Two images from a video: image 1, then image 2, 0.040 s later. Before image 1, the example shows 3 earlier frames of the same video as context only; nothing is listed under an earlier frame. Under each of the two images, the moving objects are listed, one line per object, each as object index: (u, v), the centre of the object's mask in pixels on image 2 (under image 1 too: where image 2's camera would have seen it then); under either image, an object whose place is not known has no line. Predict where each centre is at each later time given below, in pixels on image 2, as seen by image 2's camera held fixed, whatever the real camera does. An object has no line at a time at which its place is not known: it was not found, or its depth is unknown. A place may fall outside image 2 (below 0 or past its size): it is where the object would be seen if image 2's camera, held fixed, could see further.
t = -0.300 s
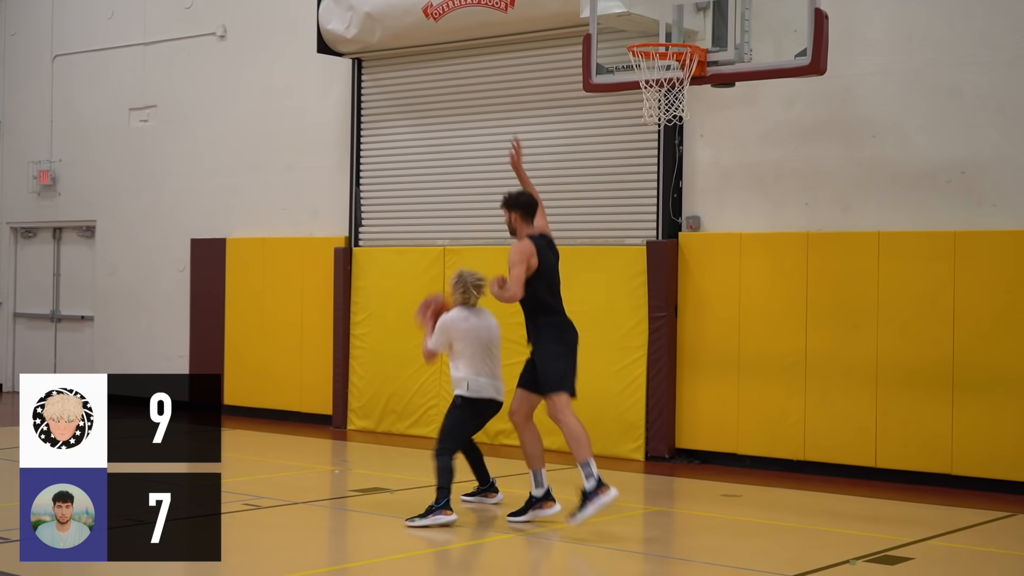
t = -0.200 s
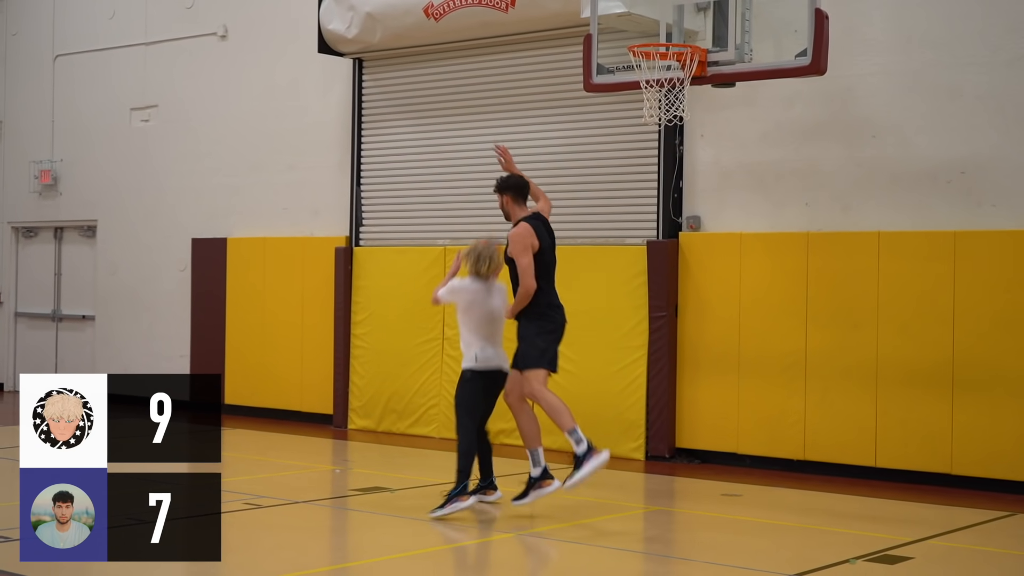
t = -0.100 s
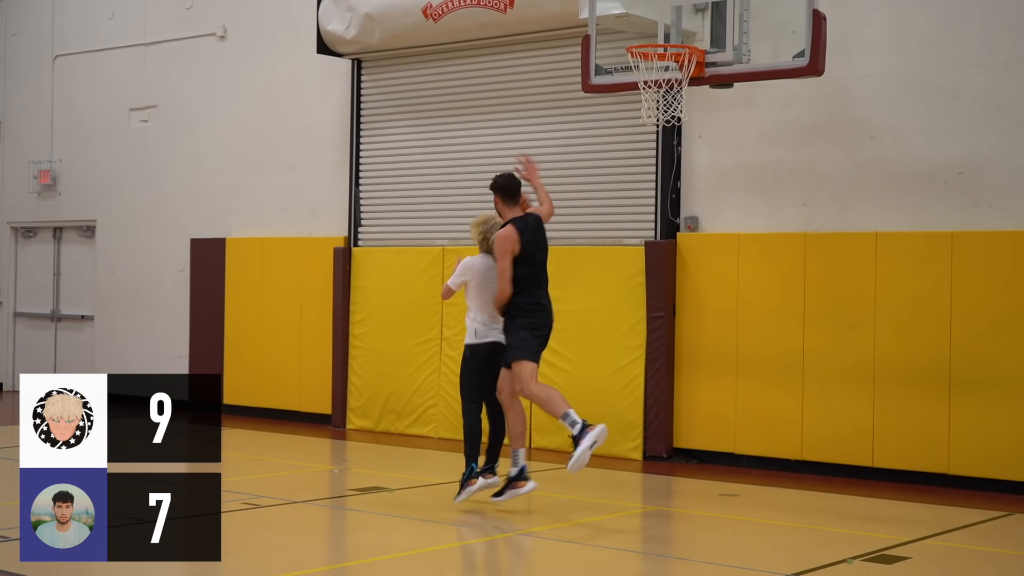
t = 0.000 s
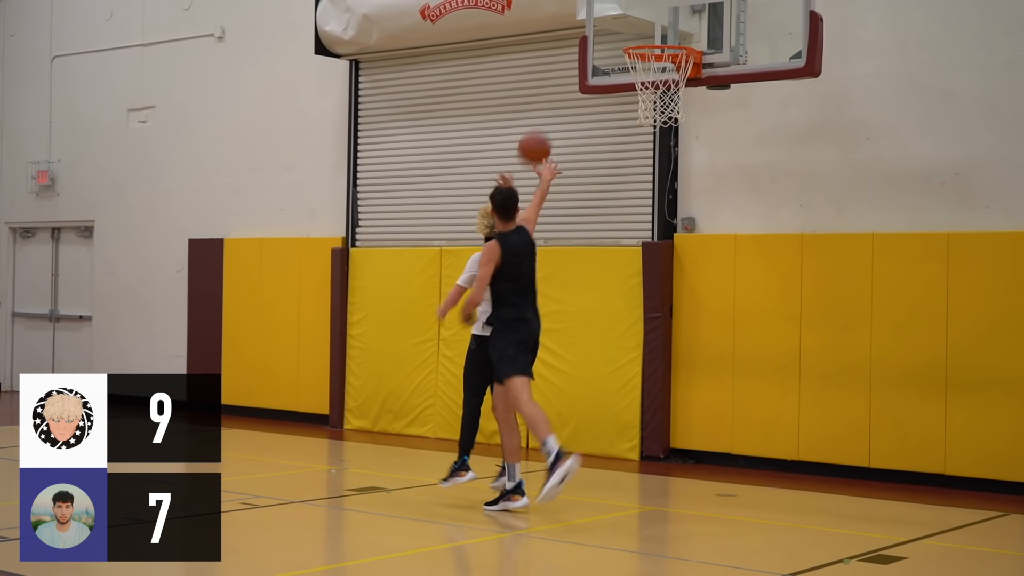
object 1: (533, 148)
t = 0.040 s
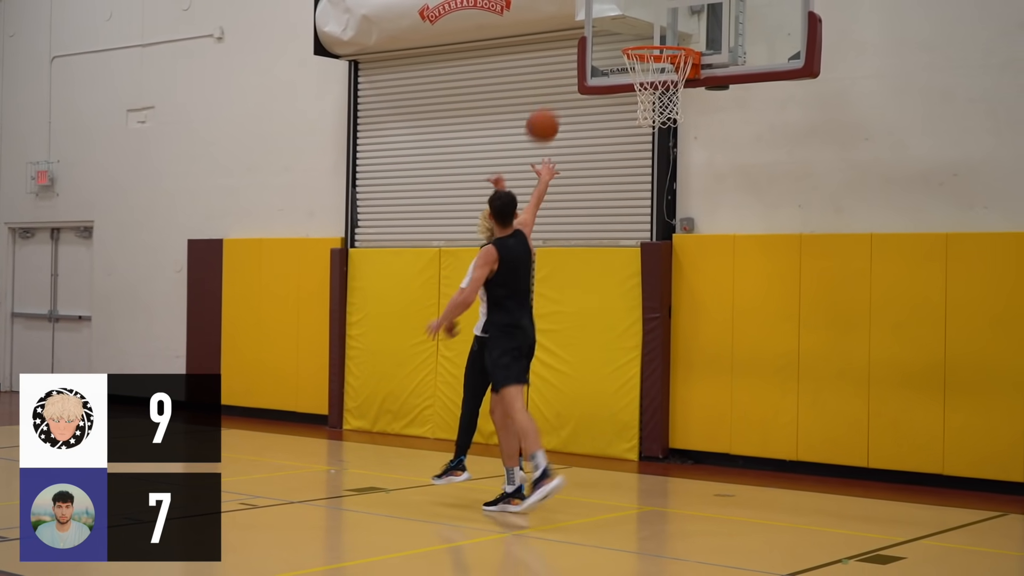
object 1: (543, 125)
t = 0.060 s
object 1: (547, 114)
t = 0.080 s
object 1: (551, 105)
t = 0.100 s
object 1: (556, 95)
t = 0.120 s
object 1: (560, 86)
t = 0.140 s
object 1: (564, 78)
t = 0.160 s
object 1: (569, 70)
